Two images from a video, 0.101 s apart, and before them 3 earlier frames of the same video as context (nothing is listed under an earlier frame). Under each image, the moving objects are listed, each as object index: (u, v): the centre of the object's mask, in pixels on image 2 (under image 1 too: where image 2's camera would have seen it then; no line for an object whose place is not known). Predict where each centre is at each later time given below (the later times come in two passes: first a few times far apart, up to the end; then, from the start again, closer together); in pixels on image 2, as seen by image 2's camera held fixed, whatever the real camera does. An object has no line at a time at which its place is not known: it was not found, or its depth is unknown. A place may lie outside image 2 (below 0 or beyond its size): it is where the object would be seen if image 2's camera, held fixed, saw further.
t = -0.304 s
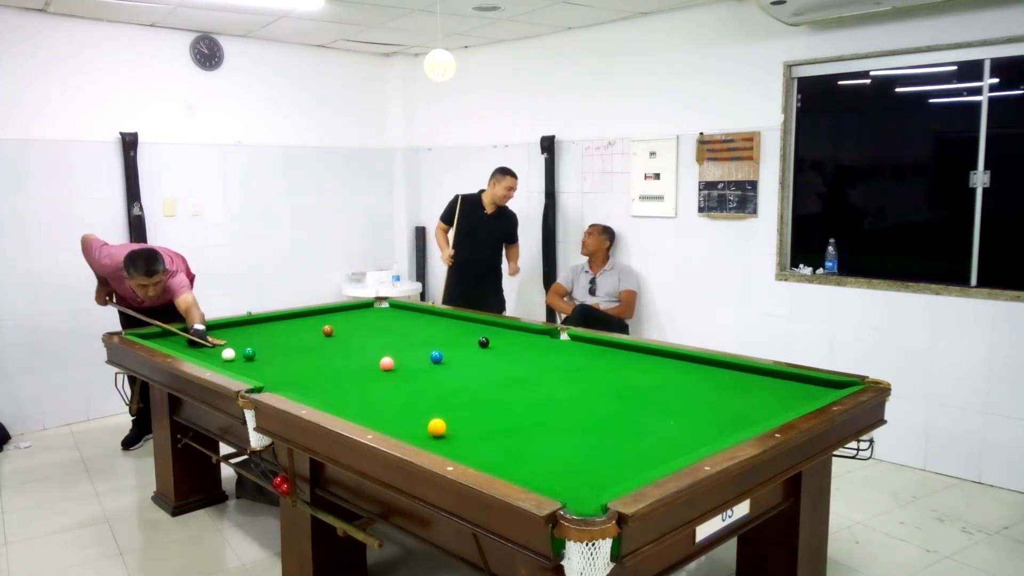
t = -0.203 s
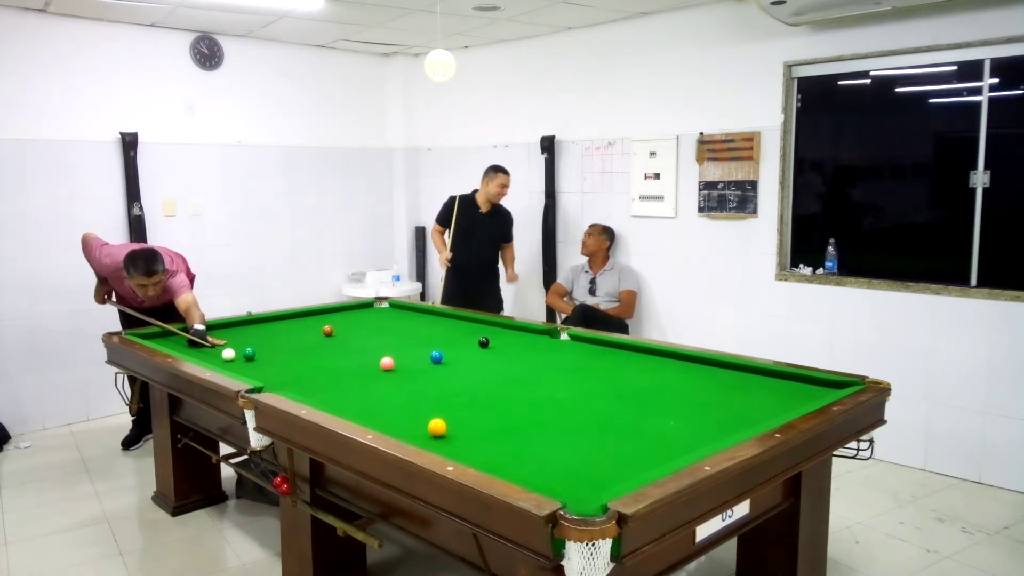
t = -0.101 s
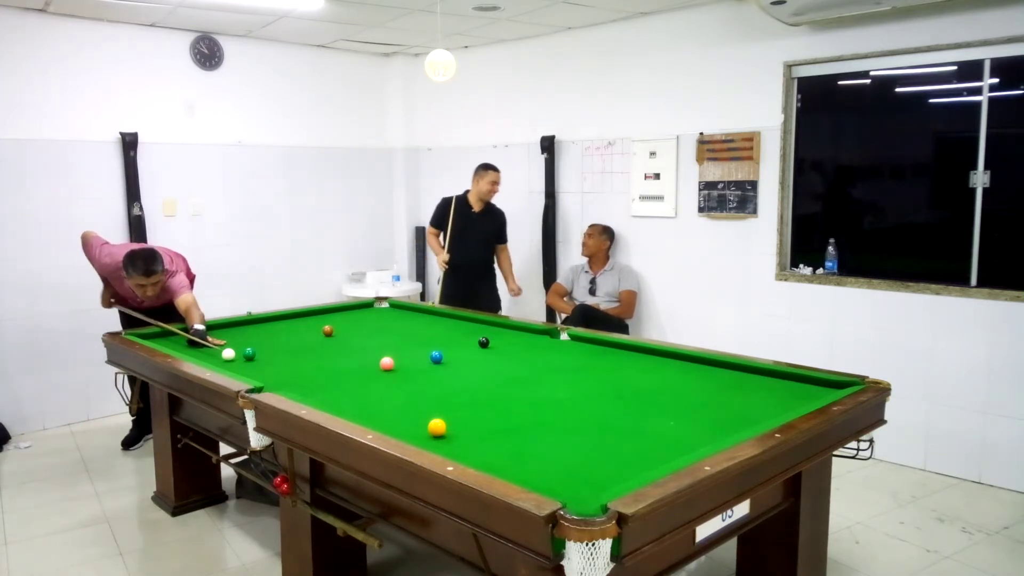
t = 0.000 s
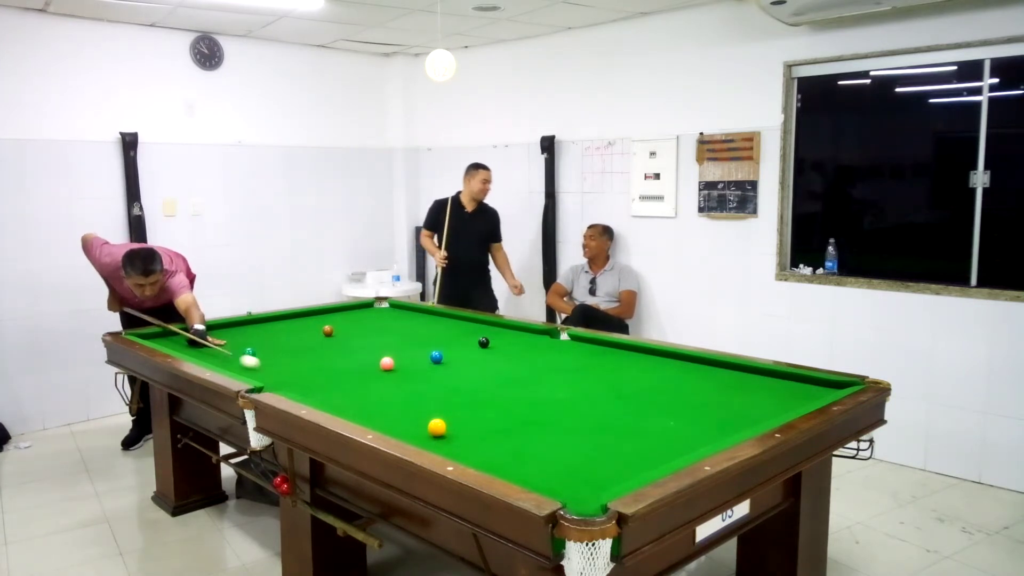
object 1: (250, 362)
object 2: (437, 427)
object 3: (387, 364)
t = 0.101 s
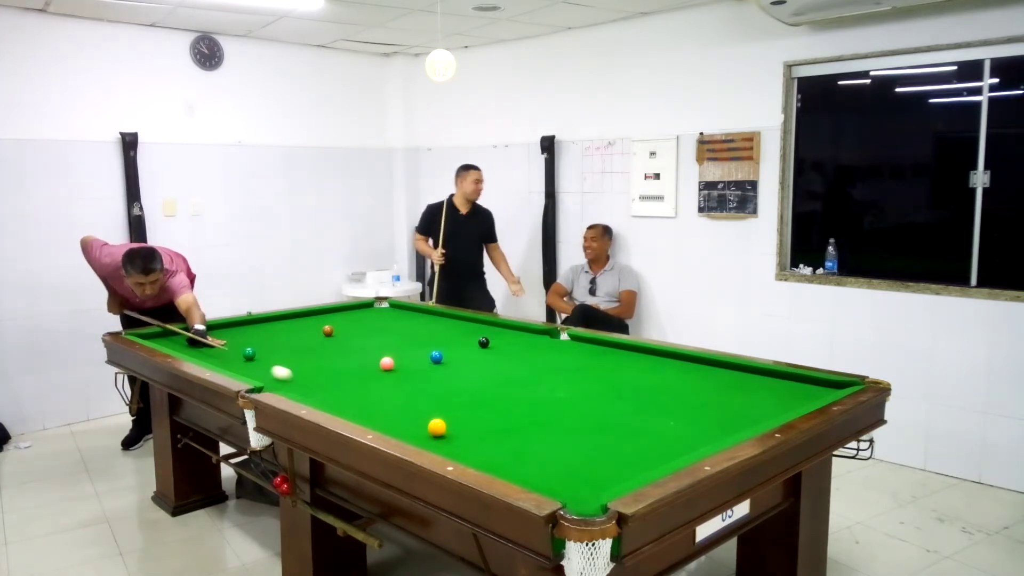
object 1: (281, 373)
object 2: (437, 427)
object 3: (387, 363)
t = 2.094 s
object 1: (636, 468)
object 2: (448, 388)
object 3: (387, 364)
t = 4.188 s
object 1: (584, 430)
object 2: (412, 349)
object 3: (313, 353)
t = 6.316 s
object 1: (583, 430)
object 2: (416, 344)
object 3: (288, 349)
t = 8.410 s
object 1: (583, 430)
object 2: (416, 344)
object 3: (288, 349)
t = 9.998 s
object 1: (583, 430)
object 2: (416, 344)
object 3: (288, 349)
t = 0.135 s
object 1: (292, 377)
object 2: (437, 427)
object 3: (387, 363)
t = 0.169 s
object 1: (303, 381)
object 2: (437, 427)
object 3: (387, 364)
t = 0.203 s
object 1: (314, 385)
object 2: (437, 428)
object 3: (387, 363)
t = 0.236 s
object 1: (325, 389)
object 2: (437, 428)
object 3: (387, 363)
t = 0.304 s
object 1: (349, 397)
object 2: (437, 427)
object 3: (387, 364)
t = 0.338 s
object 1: (362, 402)
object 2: (437, 427)
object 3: (387, 364)
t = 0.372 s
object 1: (375, 406)
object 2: (437, 427)
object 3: (387, 364)
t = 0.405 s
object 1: (389, 411)
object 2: (437, 427)
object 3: (387, 363)
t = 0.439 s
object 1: (404, 417)
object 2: (437, 427)
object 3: (387, 363)
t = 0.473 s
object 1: (417, 421)
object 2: (437, 427)
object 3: (387, 364)
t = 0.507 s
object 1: (421, 426)
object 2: (450, 429)
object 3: (387, 364)
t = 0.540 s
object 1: (419, 427)
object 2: (469, 434)
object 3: (387, 364)
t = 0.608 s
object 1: (416, 430)
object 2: (506, 442)
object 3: (387, 364)
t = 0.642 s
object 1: (415, 432)
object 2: (525, 446)
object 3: (387, 364)
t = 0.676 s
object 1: (415, 433)
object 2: (543, 450)
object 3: (387, 364)
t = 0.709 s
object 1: (419, 435)
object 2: (561, 455)
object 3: (387, 364)
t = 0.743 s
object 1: (425, 436)
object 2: (579, 459)
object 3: (387, 364)
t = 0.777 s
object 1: (430, 437)
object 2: (597, 463)
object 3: (387, 364)
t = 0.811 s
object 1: (436, 438)
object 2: (614, 467)
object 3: (387, 364)
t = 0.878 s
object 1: (448, 441)
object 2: (637, 469)
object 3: (387, 364)
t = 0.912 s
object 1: (454, 442)
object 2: (628, 467)
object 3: (387, 364)
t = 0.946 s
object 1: (459, 443)
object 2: (618, 463)
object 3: (387, 364)
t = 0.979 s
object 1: (465, 444)
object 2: (609, 460)
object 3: (387, 364)
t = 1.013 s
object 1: (471, 445)
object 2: (601, 456)
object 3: (387, 364)
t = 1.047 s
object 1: (477, 446)
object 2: (593, 453)
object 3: (387, 364)
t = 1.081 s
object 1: (482, 447)
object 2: (586, 450)
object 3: (387, 364)
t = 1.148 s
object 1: (494, 449)
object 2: (574, 444)
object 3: (387, 364)
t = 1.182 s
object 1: (500, 450)
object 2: (568, 441)
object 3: (387, 364)
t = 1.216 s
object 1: (506, 451)
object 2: (562, 439)
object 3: (387, 364)
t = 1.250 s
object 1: (512, 452)
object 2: (556, 436)
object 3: (387, 364)
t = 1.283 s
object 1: (518, 453)
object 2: (551, 434)
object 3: (387, 364)
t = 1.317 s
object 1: (524, 454)
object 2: (545, 431)
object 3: (387, 364)
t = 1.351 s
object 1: (530, 455)
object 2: (540, 429)
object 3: (387, 364)
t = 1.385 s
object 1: (536, 456)
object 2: (534, 426)
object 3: (387, 364)
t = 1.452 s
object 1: (548, 458)
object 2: (524, 422)
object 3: (387, 364)
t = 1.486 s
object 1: (554, 459)
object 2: (519, 420)
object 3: (387, 364)
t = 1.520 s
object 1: (559, 460)
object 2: (515, 417)
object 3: (387, 364)
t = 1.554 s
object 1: (565, 461)
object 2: (510, 416)
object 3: (387, 364)
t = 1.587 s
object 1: (571, 462)
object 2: (506, 413)
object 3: (387, 364)
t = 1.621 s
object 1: (577, 463)
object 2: (501, 412)
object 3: (387, 364)
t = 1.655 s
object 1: (583, 464)
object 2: (497, 410)
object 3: (387, 364)
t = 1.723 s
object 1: (595, 466)
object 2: (488, 406)
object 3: (387, 364)
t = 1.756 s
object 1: (601, 467)
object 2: (484, 404)
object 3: (387, 364)
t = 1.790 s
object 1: (607, 468)
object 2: (480, 402)
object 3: (387, 364)
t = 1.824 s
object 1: (613, 469)
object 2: (476, 401)
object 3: (387, 364)
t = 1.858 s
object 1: (619, 470)
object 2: (473, 399)
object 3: (387, 364)
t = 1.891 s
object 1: (624, 470)
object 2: (469, 397)
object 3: (387, 364)
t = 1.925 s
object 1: (630, 470)
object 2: (466, 396)
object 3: (387, 364)
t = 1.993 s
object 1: (640, 470)
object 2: (459, 393)
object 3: (387, 364)
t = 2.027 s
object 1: (639, 469)
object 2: (455, 391)
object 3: (387, 364)
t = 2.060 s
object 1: (638, 469)
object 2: (452, 390)
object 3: (387, 364)
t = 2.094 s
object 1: (636, 468)
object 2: (448, 388)
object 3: (387, 364)
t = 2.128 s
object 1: (634, 467)
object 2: (445, 386)
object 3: (387, 364)
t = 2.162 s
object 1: (633, 467)
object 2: (442, 385)
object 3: (387, 364)
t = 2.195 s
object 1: (631, 466)
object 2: (439, 384)
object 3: (387, 364)
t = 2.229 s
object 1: (629, 465)
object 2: (436, 382)
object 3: (387, 364)
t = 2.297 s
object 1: (626, 462)
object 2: (430, 380)
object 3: (387, 364)
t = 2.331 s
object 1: (625, 461)
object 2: (427, 378)
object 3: (387, 364)
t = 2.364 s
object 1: (623, 460)
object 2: (425, 377)
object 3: (387, 364)
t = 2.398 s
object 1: (621, 459)
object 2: (422, 376)
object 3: (387, 364)
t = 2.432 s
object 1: (620, 458)
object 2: (419, 375)
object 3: (387, 364)
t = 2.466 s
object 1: (619, 457)
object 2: (417, 374)
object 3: (387, 364)
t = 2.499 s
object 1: (617, 456)
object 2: (414, 372)
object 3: (387, 364)
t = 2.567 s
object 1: (614, 454)
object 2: (409, 370)
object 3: (387, 364)
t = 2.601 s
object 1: (613, 453)
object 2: (407, 369)
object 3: (387, 364)
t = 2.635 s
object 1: (612, 452)
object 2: (404, 368)
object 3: (387, 364)
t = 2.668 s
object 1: (611, 452)
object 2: (402, 367)
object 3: (386, 364)
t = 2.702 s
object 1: (610, 451)
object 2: (399, 366)
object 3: (386, 364)
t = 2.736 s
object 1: (608, 450)
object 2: (398, 365)
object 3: (386, 364)
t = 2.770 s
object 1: (607, 449)
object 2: (398, 365)
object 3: (384, 363)
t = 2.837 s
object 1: (605, 448)
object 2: (399, 364)
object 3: (379, 362)
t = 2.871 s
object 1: (604, 447)
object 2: (400, 363)
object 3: (377, 362)
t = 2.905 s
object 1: (603, 446)
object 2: (400, 362)
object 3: (375, 362)
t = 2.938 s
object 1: (602, 445)
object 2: (401, 362)
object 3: (373, 361)
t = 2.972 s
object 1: (602, 445)
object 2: (401, 361)
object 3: (370, 361)
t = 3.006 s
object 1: (601, 444)
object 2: (402, 361)
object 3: (368, 361)
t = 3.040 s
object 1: (600, 443)
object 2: (402, 360)
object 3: (366, 360)
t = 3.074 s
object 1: (599, 443)
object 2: (403, 360)
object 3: (364, 360)
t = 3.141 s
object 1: (598, 441)
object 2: (403, 359)
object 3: (360, 360)
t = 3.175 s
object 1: (597, 441)
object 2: (404, 358)
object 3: (358, 359)
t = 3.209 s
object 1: (596, 440)
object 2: (404, 358)
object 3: (357, 359)
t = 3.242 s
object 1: (595, 440)
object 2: (405, 357)
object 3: (355, 359)
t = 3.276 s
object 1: (595, 439)
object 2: (405, 357)
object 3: (353, 358)
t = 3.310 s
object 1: (594, 439)
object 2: (405, 357)
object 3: (351, 358)
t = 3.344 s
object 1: (594, 438)
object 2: (406, 356)
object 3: (350, 358)
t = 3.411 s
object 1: (593, 437)
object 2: (407, 355)
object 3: (346, 357)
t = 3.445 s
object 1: (592, 437)
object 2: (407, 355)
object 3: (344, 357)
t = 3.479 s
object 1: (592, 436)
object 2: (407, 355)
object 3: (343, 357)
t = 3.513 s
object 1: (591, 436)
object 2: (407, 354)
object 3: (341, 357)
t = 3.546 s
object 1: (590, 435)
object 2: (408, 354)
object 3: (339, 356)
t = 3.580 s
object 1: (590, 435)
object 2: (408, 354)
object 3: (338, 356)
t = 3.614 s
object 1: (589, 434)
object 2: (408, 353)
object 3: (336, 356)
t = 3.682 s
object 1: (589, 434)
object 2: (409, 353)
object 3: (333, 355)
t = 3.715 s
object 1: (588, 434)
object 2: (409, 352)
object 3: (332, 355)
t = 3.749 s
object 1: (588, 433)
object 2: (409, 352)
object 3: (330, 355)
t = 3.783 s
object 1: (588, 433)
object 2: (410, 352)
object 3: (329, 355)
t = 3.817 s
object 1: (587, 433)
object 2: (410, 351)
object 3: (328, 355)
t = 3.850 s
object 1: (587, 432)
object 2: (410, 351)
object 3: (326, 354)
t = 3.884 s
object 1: (587, 432)
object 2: (410, 351)
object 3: (325, 354)
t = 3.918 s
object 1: (586, 432)
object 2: (411, 350)
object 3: (324, 354)
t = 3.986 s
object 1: (586, 431)
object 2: (411, 350)
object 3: (321, 354)
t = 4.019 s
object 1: (586, 431)
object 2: (411, 350)
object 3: (320, 353)
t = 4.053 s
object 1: (585, 431)
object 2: (412, 349)
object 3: (318, 353)
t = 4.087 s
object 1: (585, 431)
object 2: (412, 349)
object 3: (317, 353)
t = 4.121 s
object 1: (585, 431)
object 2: (412, 349)
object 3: (316, 353)
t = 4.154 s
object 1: (585, 430)
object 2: (412, 349)
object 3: (315, 353)
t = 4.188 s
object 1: (584, 430)
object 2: (412, 349)
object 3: (313, 353)
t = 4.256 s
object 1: (584, 430)
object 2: (413, 348)
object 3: (311, 352)
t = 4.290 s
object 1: (584, 430)
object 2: (413, 348)
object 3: (310, 352)
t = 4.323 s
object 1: (584, 430)
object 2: (413, 348)
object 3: (309, 352)
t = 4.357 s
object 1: (584, 430)
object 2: (413, 348)
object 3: (308, 352)
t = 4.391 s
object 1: (583, 430)
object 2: (413, 347)
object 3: (307, 352)
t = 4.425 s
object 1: (583, 430)
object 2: (413, 347)
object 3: (306, 352)
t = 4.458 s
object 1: (583, 430)
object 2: (413, 347)
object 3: (305, 351)
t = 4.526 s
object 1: (583, 430)
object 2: (414, 347)
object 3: (303, 351)
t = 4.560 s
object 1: (583, 430)
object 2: (414, 346)
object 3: (302, 351)
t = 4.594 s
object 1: (583, 430)
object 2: (414, 346)
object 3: (301, 351)
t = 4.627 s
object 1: (583, 430)
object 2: (414, 346)
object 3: (300, 351)
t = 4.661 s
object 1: (583, 429)
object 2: (414, 346)
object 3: (300, 351)
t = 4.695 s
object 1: (583, 430)
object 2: (414, 346)
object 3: (299, 351)
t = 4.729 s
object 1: (583, 430)
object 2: (414, 346)
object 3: (298, 351)
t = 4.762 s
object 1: (583, 430)
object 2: (414, 346)
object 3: (298, 351)
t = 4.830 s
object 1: (583, 430)
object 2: (415, 345)
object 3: (296, 350)
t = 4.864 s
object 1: (583, 430)
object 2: (415, 345)
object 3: (296, 350)
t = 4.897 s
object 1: (583, 430)
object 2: (415, 345)
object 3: (295, 350)
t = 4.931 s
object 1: (583, 430)
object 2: (415, 345)
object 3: (294, 350)
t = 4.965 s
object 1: (583, 430)
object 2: (415, 345)
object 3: (294, 350)
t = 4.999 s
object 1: (583, 430)
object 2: (415, 345)
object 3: (293, 350)
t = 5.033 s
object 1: (583, 430)
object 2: (415, 345)
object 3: (293, 350)
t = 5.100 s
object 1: (583, 430)
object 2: (416, 345)
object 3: (292, 350)
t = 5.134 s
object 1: (583, 430)
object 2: (416, 345)
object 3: (291, 350)
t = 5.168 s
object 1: (583, 430)
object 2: (416, 345)
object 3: (291, 350)
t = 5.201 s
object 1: (583, 430)
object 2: (416, 345)
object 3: (290, 350)
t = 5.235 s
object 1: (583, 430)
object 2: (416, 345)
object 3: (290, 350)
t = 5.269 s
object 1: (583, 430)
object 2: (416, 345)
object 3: (290, 350)
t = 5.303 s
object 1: (583, 430)
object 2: (416, 345)
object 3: (289, 350)
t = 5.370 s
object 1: (583, 430)
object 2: (416, 344)
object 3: (289, 350)
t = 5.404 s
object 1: (583, 430)
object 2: (416, 344)
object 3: (288, 350)
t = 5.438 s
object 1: (583, 430)
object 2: (416, 344)
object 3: (288, 349)
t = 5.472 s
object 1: (583, 430)
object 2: (416, 344)
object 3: (288, 349)
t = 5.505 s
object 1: (583, 430)
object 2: (416, 344)
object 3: (288, 349)
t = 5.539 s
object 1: (583, 430)
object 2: (416, 344)
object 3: (288, 349)
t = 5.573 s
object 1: (583, 430)
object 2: (416, 344)
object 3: (288, 349)
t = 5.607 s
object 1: (583, 430)
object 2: (416, 344)
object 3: (288, 349)
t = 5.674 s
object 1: (583, 430)
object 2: (416, 344)
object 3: (288, 349)
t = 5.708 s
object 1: (583, 430)
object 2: (416, 344)
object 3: (288, 349)
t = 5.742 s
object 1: (583, 430)
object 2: (416, 344)
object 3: (288, 349)
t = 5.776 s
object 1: (583, 430)
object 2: (416, 344)
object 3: (288, 349)
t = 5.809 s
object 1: (583, 430)
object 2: (416, 344)
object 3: (288, 349)
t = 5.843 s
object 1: (583, 430)
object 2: (416, 344)
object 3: (288, 349)
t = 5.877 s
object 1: (583, 429)
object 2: (416, 344)
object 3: (288, 349)
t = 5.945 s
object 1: (583, 430)
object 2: (416, 344)
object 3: (288, 349)
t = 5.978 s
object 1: (583, 430)
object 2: (416, 344)
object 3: (288, 349)
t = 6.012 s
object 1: (583, 430)
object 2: (416, 344)
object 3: (288, 349)
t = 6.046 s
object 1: (583, 430)
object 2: (416, 344)
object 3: (288, 349)
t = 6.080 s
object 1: (583, 430)
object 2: (416, 344)
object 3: (288, 349)
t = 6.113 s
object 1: (583, 430)
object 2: (416, 344)
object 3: (288, 349)
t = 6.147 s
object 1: (583, 430)
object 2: (416, 344)
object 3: (288, 349)
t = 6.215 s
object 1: (583, 430)
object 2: (416, 344)
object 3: (288, 349)
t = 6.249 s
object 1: (583, 430)
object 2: (416, 344)
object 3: (288, 349)
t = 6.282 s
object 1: (583, 430)
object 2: (416, 344)
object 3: (288, 349)
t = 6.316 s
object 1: (583, 430)
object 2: (416, 344)
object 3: (288, 349)
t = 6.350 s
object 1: (583, 430)
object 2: (416, 344)
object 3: (288, 349)
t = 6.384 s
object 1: (583, 430)
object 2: (416, 344)
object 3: (288, 349)
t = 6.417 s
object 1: (583, 430)
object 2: (416, 344)
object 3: (288, 349)
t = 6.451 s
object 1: (583, 430)
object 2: (416, 344)
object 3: (288, 349)
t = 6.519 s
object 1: (583, 430)
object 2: (416, 344)
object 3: (288, 349)
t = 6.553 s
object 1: (583, 430)
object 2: (416, 344)
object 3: (288, 349)
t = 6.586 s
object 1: (583, 430)
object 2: (416, 344)
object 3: (288, 349)
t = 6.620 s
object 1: (583, 430)
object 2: (416, 344)
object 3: (288, 349)
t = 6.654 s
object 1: (583, 430)
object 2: (416, 344)
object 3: (288, 349)
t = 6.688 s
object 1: (583, 430)
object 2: (416, 344)
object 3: (288, 349)
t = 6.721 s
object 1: (583, 430)
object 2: (416, 344)
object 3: (288, 349)
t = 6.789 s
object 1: (583, 430)
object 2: (416, 344)
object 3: (288, 349)
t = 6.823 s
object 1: (583, 430)
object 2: (416, 344)
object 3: (288, 349)
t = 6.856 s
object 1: (583, 430)
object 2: (416, 344)
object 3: (288, 349)
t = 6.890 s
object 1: (583, 430)
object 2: (416, 344)
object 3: (288, 349)
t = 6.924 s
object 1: (583, 430)
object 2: (416, 344)
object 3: (288, 349)
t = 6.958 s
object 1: (583, 430)
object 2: (416, 344)
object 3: (288, 349)
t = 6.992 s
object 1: (583, 430)
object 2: (416, 344)
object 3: (288, 349)
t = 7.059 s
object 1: (583, 430)
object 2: (416, 344)
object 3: (288, 349)
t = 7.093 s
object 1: (583, 430)
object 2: (416, 344)
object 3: (288, 349)
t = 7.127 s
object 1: (583, 430)
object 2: (416, 344)
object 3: (288, 349)
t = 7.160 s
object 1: (583, 430)
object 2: (416, 344)
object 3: (288, 349)
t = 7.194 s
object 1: (583, 430)
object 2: (416, 344)
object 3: (288, 349)
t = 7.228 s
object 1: (583, 430)
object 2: (416, 344)
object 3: (288, 349)
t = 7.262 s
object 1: (583, 430)
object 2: (416, 344)
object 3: (288, 349)
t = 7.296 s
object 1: (583, 430)
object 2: (416, 344)
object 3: (288, 349)
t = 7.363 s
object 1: (583, 430)
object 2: (416, 344)
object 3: (288, 349)
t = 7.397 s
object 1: (583, 430)
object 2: (416, 344)
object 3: (288, 349)
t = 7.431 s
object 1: (583, 430)
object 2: (416, 344)
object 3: (288, 349)
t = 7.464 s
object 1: (583, 430)
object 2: (416, 344)
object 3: (288, 349)
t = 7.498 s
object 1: (583, 430)
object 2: (416, 344)
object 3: (288, 349)
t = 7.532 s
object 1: (583, 430)
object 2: (416, 344)
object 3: (288, 349)
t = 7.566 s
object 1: (583, 430)
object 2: (416, 344)
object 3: (288, 349)
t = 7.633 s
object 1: (583, 430)
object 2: (416, 344)
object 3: (288, 349)
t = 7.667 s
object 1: (583, 430)
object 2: (416, 344)
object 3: (288, 349)
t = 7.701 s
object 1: (583, 430)
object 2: (416, 344)
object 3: (288, 349)
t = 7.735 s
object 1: (583, 430)
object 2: (416, 344)
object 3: (288, 349)
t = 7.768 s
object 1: (583, 430)
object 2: (416, 344)
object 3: (288, 349)
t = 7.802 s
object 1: (583, 430)
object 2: (416, 344)
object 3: (288, 349)
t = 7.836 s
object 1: (583, 430)
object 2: (416, 344)
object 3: (288, 349)
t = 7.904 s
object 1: (583, 430)
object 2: (416, 344)
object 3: (288, 349)
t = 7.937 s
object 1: (583, 430)
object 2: (416, 344)
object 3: (288, 349)
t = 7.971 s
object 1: (583, 430)
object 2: (416, 344)
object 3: (288, 349)
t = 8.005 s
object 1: (583, 430)
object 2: (416, 344)
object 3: (288, 349)
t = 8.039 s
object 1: (583, 430)
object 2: (416, 344)
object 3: (288, 349)
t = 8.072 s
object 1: (583, 430)
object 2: (416, 344)
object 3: (288, 349)
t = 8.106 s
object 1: (583, 430)
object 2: (416, 344)
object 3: (288, 349)
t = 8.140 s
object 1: (583, 430)
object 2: (416, 344)
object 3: (288, 349)
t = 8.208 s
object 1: (583, 430)
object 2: (416, 344)
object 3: (288, 349)
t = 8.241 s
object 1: (583, 430)
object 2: (416, 344)
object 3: (288, 349)
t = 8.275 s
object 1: (583, 430)
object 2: (416, 344)
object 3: (288, 349)
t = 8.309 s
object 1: (583, 430)
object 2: (416, 344)
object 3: (288, 349)
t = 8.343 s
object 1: (583, 430)
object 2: (416, 344)
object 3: (288, 349)
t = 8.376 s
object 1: (583, 430)
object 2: (416, 344)
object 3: (288, 349)
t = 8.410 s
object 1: (583, 430)
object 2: (416, 344)
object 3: (288, 349)
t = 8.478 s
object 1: (583, 430)
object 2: (416, 344)
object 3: (288, 349)
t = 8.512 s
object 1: (583, 430)
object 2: (416, 344)
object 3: (288, 349)
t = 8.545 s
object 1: (583, 430)
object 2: (416, 344)
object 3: (288, 349)
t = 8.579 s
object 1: (583, 430)
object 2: (416, 344)
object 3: (288, 349)
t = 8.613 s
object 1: (583, 430)
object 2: (416, 344)
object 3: (288, 349)
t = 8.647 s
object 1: (583, 430)
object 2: (416, 344)
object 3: (288, 349)
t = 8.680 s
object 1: (583, 430)
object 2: (416, 344)
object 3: (288, 349)
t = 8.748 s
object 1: (583, 430)
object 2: (416, 344)
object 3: (288, 349)
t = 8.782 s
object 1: (583, 430)
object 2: (416, 344)
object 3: (288, 349)
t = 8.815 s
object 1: (583, 430)
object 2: (416, 344)
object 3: (288, 349)
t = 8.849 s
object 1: (583, 430)
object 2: (416, 344)
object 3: (288, 349)
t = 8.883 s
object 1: (583, 430)
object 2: (416, 344)
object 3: (288, 349)
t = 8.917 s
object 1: (583, 430)
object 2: (416, 344)
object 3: (288, 349)
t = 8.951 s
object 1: (583, 430)
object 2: (416, 344)
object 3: (288, 349)
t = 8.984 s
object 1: (583, 430)
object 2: (416, 344)
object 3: (288, 349)
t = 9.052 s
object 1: (583, 430)
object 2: (416, 344)
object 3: (288, 349)
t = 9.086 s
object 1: (583, 430)
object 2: (416, 344)
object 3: (288, 349)
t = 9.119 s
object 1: (583, 430)
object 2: (416, 344)
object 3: (288, 349)
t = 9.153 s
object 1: (583, 430)
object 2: (416, 344)
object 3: (288, 349)
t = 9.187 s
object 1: (583, 430)
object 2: (416, 344)
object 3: (288, 349)
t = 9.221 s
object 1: (583, 430)
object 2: (416, 344)
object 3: (288, 349)
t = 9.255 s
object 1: (583, 430)
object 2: (416, 344)
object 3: (288, 349)
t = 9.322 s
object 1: (583, 430)
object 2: (416, 344)
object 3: (288, 349)
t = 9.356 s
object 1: (583, 430)
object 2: (416, 344)
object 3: (288, 349)
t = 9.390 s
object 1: (583, 430)
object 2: (416, 344)
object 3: (288, 349)
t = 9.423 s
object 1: (583, 430)
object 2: (416, 344)
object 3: (288, 349)
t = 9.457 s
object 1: (583, 430)
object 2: (416, 344)
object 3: (288, 349)
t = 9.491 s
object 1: (583, 430)
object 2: (416, 344)
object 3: (288, 349)
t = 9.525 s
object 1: (583, 430)
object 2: (416, 344)
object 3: (288, 349)
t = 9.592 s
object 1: (583, 430)
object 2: (416, 344)
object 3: (288, 349)
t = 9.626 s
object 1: (583, 430)
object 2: (416, 344)
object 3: (288, 349)
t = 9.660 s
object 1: (583, 430)
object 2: (416, 344)
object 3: (288, 349)
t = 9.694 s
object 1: (583, 430)
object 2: (416, 344)
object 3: (288, 349)
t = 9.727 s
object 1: (583, 430)
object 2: (416, 344)
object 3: (288, 349)
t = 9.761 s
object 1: (583, 430)
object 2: (416, 344)
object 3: (288, 349)
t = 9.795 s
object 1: (583, 430)
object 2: (416, 344)
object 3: (288, 349)
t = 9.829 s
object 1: (583, 430)
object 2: (416, 344)
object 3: (288, 349)
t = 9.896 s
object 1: (583, 430)
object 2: (416, 344)
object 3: (288, 349)
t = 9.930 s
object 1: (583, 430)
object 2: (416, 344)
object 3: (288, 349)
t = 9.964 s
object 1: (583, 430)
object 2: (416, 344)
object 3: (288, 349)
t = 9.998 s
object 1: (583, 430)
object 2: (416, 344)
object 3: (288, 349)
